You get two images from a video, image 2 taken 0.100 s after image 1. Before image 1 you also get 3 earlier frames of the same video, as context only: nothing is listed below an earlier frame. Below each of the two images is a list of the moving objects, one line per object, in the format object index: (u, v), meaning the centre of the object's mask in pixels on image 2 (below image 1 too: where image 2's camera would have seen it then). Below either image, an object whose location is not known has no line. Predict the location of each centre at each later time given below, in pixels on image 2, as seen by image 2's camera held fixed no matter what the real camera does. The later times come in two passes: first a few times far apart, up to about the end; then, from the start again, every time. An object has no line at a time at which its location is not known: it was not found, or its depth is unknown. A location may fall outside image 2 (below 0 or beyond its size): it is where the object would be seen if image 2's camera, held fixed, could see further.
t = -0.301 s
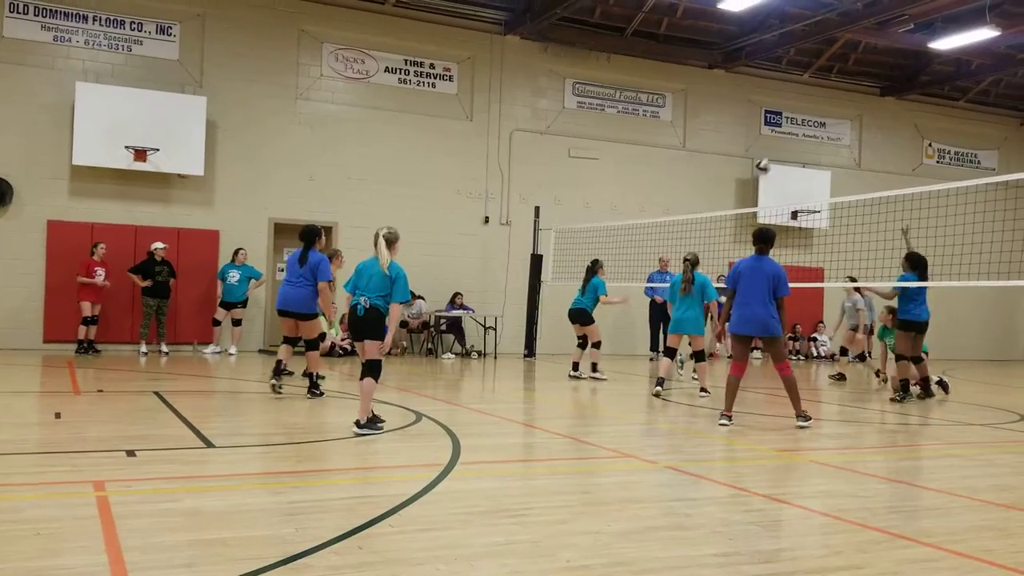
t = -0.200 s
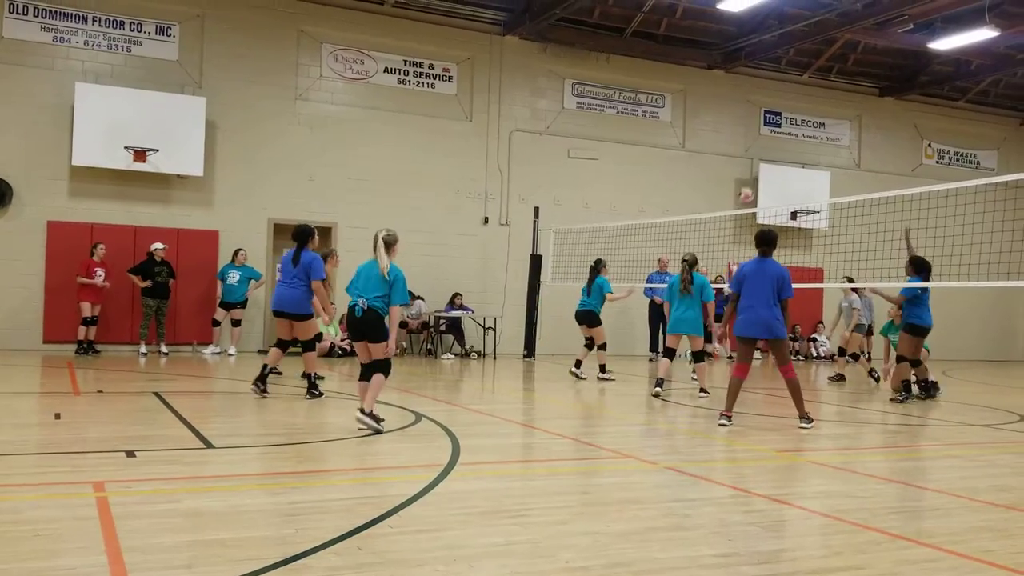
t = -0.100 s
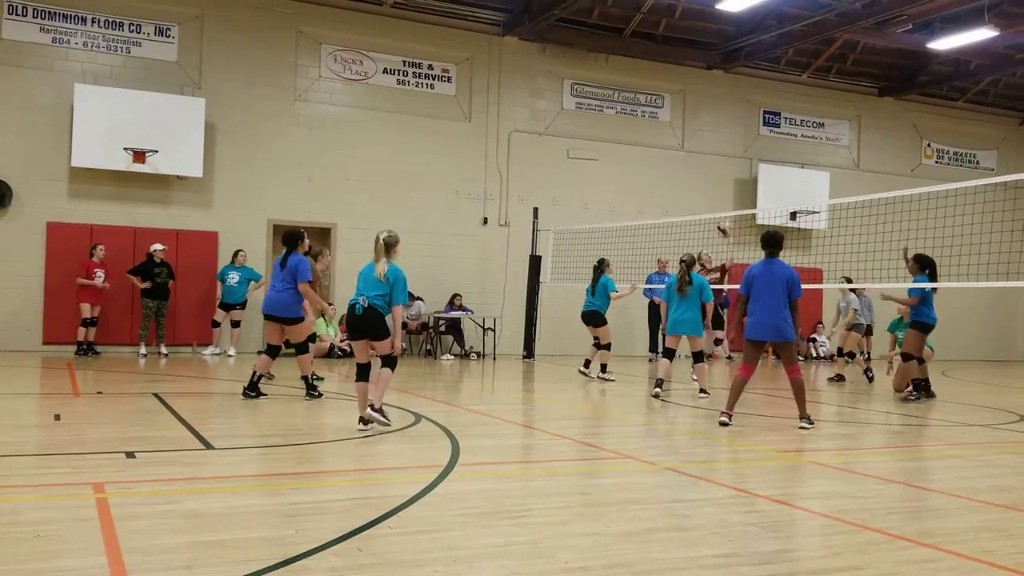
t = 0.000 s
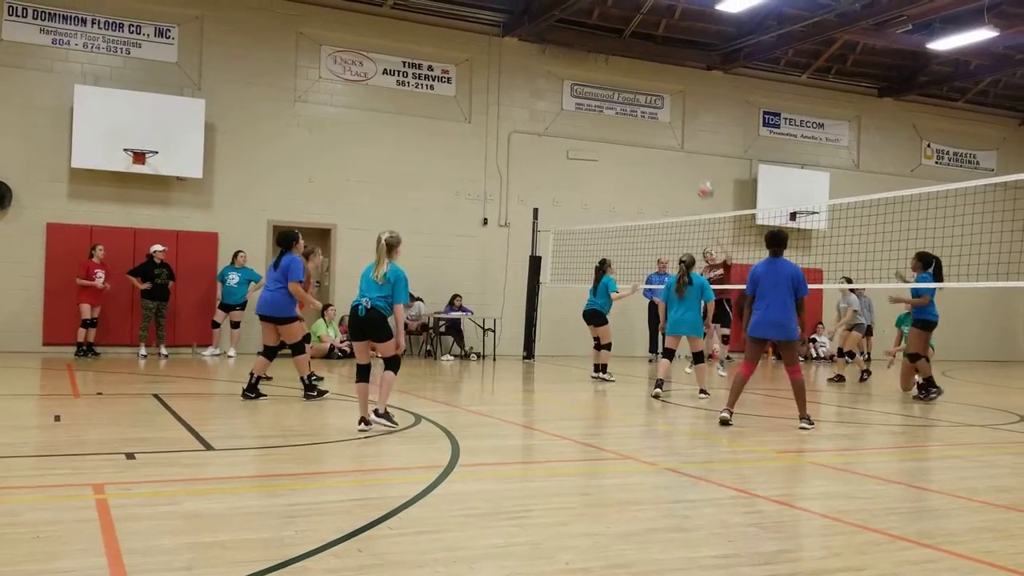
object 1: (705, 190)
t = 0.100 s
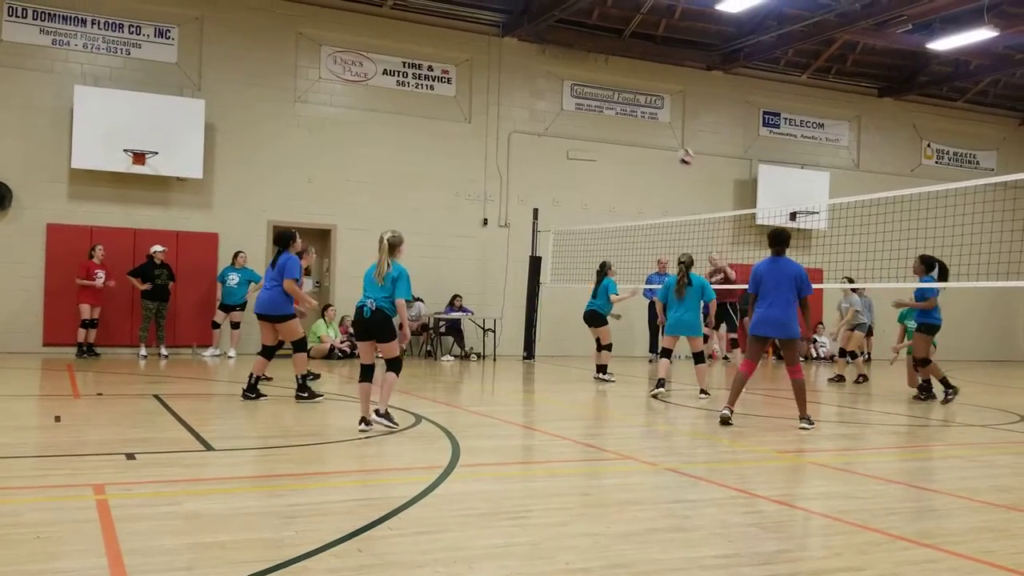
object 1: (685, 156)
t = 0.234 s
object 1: (658, 123)
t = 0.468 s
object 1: (602, 94)
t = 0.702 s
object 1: (539, 113)
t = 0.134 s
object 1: (679, 147)
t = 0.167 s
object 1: (673, 137)
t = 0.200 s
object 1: (664, 129)
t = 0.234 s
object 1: (658, 123)
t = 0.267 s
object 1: (649, 116)
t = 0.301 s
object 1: (642, 110)
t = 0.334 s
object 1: (635, 104)
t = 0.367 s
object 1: (627, 99)
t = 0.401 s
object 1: (619, 97)
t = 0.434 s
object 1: (609, 94)
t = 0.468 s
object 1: (602, 94)
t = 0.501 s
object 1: (593, 93)
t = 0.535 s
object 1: (586, 94)
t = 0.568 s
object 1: (577, 95)
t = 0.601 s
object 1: (567, 98)
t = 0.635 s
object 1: (556, 103)
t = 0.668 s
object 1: (548, 107)
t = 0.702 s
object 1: (539, 113)
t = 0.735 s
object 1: (529, 119)
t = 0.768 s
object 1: (518, 127)
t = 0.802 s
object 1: (507, 137)
